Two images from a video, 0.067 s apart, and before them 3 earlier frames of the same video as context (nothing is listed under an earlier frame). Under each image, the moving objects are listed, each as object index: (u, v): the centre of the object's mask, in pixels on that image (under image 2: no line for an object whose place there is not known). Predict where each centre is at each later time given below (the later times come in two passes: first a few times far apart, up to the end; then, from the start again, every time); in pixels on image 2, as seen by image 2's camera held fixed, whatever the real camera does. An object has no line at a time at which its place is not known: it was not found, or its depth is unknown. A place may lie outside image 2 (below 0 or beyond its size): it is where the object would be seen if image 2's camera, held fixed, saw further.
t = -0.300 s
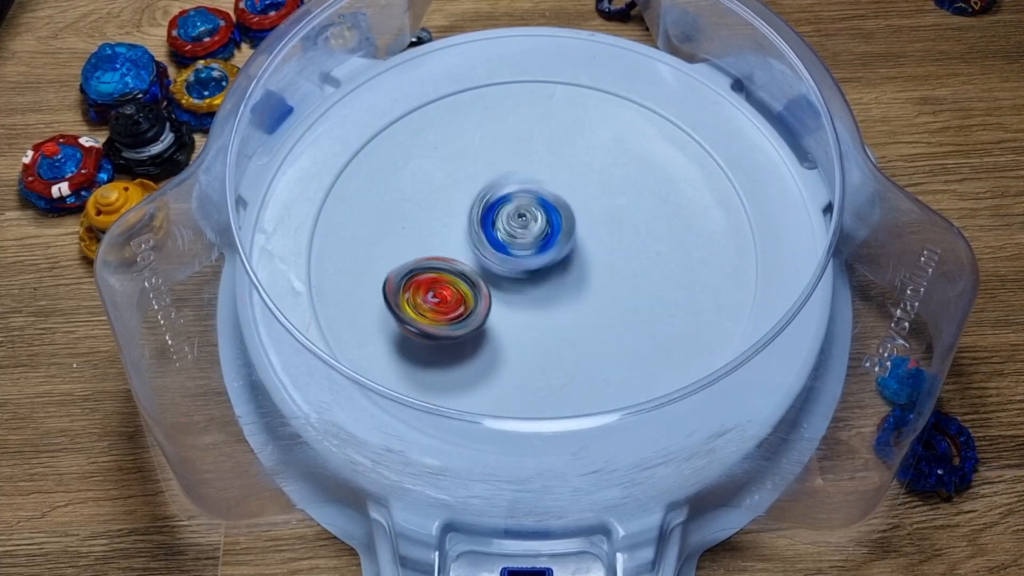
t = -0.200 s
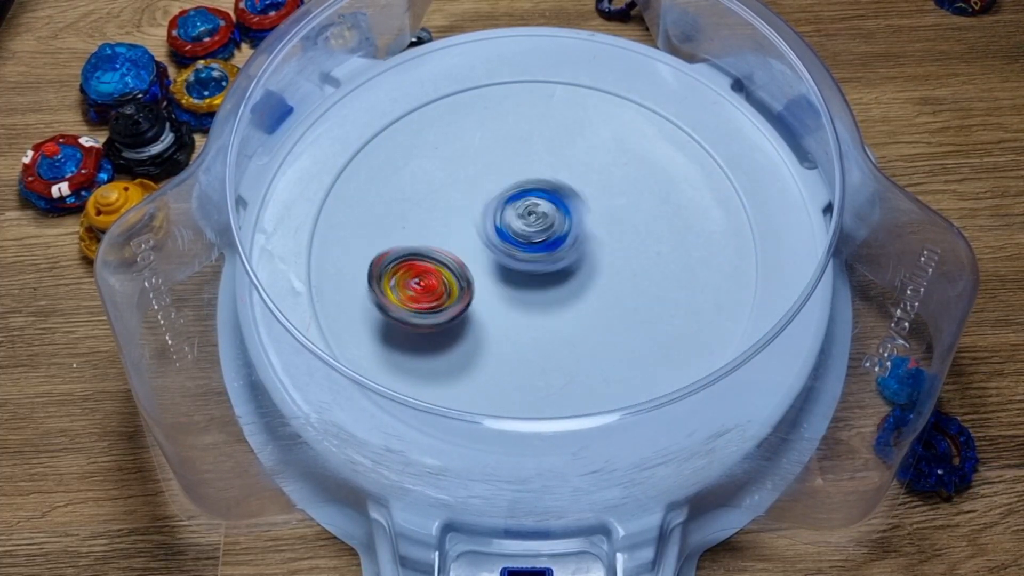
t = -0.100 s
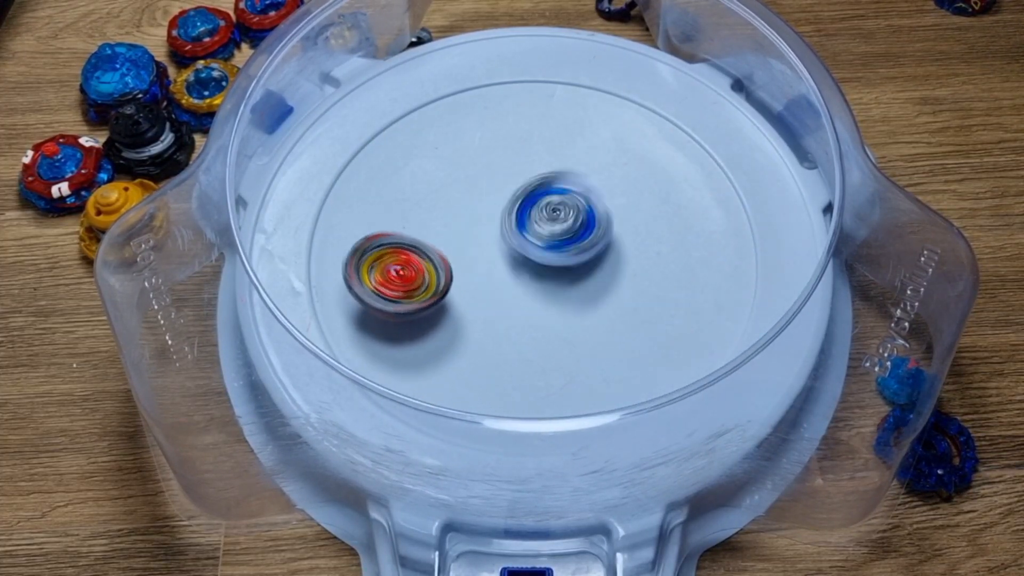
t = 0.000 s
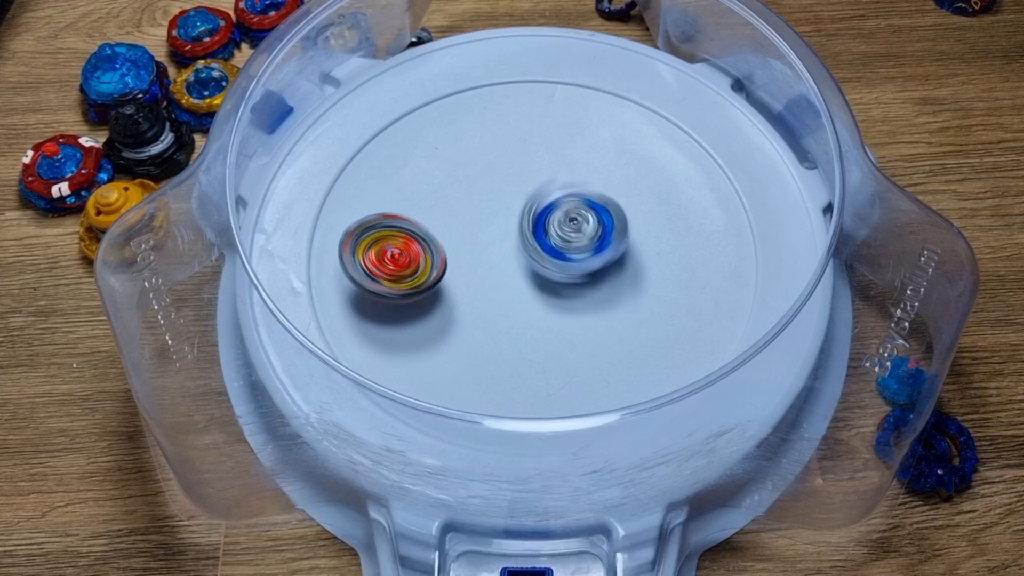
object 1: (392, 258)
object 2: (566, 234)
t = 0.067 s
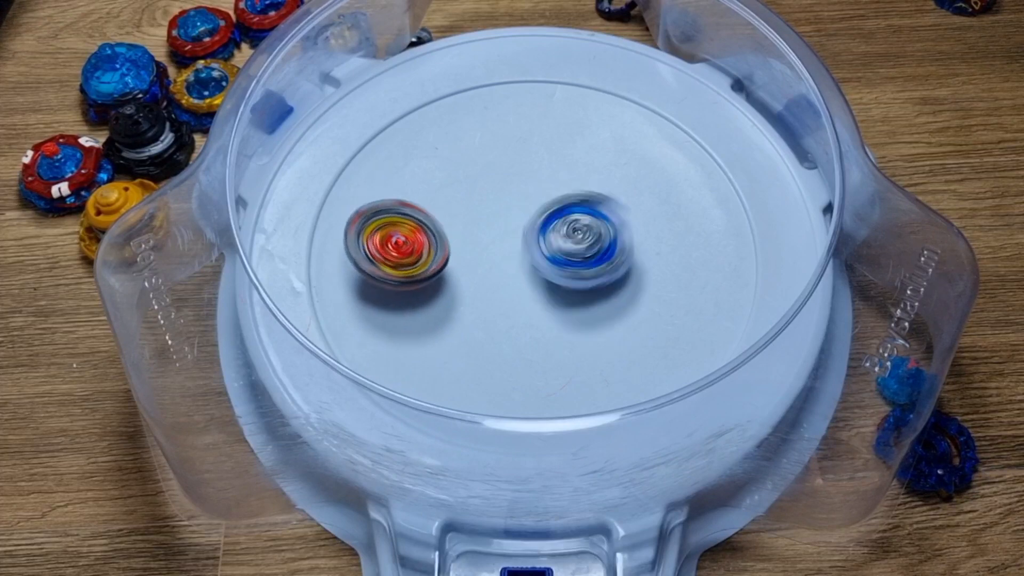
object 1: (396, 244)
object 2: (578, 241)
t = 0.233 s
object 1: (426, 208)
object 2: (556, 264)
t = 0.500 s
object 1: (476, 145)
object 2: (532, 265)
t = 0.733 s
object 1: (528, 129)
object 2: (527, 259)
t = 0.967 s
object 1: (588, 141)
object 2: (545, 250)
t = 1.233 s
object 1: (635, 158)
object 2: (523, 262)
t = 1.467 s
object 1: (647, 214)
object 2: (528, 230)
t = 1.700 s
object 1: (644, 270)
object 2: (504, 207)
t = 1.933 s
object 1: (591, 309)
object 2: (533, 217)
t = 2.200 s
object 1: (515, 344)
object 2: (515, 228)
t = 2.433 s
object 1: (483, 306)
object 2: (517, 223)
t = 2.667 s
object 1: (429, 350)
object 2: (571, 161)
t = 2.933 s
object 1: (455, 287)
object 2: (614, 192)
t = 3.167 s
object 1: (431, 231)
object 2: (608, 240)
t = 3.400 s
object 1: (437, 181)
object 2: (550, 274)
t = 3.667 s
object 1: (495, 154)
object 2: (475, 256)
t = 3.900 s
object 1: (565, 164)
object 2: (462, 213)
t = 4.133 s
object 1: (625, 196)
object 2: (505, 206)
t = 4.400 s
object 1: (679, 251)
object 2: (531, 243)
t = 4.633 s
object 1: (651, 297)
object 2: (509, 270)
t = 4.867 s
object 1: (589, 315)
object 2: (490, 250)
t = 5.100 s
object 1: (548, 321)
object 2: (501, 202)
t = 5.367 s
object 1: (515, 299)
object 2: (545, 180)
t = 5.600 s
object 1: (482, 258)
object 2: (574, 208)
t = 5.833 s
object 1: (438, 237)
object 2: (569, 253)
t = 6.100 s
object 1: (447, 203)
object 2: (526, 285)
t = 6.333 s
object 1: (478, 177)
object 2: (503, 291)
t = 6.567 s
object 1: (538, 156)
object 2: (498, 283)
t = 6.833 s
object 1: (592, 162)
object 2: (517, 275)
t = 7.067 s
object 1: (639, 172)
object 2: (527, 273)
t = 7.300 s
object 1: (635, 200)
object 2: (525, 262)
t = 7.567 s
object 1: (613, 246)
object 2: (491, 236)
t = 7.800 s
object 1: (563, 277)
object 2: (497, 203)
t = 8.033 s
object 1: (511, 290)
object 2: (526, 183)
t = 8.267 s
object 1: (469, 262)
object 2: (562, 211)
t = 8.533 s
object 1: (471, 220)
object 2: (589, 247)
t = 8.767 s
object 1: (501, 185)
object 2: (584, 280)
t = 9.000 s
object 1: (526, 161)
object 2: (551, 300)
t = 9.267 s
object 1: (563, 187)
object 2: (507, 274)
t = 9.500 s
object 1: (606, 180)
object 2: (468, 266)
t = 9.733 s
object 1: (600, 215)
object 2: (468, 234)
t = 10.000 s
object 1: (624, 259)
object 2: (449, 208)
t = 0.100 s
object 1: (400, 237)
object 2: (577, 249)
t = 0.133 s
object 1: (406, 229)
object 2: (567, 255)
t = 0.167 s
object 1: (412, 222)
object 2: (567, 256)
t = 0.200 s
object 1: (418, 215)
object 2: (564, 260)
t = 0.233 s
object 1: (426, 208)
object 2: (556, 264)
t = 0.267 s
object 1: (433, 201)
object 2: (542, 264)
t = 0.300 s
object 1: (441, 194)
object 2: (540, 259)
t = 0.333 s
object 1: (449, 187)
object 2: (535, 258)
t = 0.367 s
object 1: (455, 178)
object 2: (530, 258)
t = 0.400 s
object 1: (457, 167)
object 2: (529, 259)
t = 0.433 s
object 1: (463, 158)
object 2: (532, 258)
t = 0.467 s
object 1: (469, 151)
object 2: (533, 262)
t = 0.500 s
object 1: (476, 145)
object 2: (532, 265)
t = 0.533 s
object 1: (483, 140)
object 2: (530, 262)
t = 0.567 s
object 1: (490, 137)
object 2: (534, 263)
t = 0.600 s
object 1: (497, 133)
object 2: (533, 265)
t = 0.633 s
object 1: (504, 131)
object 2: (530, 263)
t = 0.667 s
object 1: (512, 129)
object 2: (533, 259)
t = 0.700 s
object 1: (520, 129)
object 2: (533, 261)
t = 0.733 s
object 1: (528, 129)
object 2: (527, 259)
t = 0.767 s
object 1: (536, 130)
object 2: (534, 253)
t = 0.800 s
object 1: (544, 133)
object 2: (538, 254)
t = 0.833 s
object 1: (552, 135)
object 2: (535, 252)
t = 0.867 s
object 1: (560, 139)
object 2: (541, 244)
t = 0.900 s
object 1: (568, 142)
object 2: (548, 244)
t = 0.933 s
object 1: (578, 143)
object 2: (549, 247)
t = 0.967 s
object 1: (588, 141)
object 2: (545, 250)
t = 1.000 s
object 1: (596, 139)
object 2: (552, 254)
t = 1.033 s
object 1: (603, 139)
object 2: (550, 259)
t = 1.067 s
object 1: (610, 139)
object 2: (546, 258)
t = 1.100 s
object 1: (617, 141)
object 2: (546, 262)
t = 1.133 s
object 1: (622, 143)
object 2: (540, 264)
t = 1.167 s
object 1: (627, 148)
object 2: (535, 262)
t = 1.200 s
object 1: (632, 153)
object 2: (533, 262)
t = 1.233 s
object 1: (635, 158)
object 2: (523, 262)
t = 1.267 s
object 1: (638, 165)
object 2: (525, 254)
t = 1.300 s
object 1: (640, 172)
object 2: (524, 253)
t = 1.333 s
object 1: (642, 179)
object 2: (518, 248)
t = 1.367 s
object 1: (642, 187)
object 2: (526, 241)
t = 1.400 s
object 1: (641, 196)
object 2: (527, 240)
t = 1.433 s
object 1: (640, 206)
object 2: (529, 233)
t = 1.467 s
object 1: (647, 214)
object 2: (528, 230)
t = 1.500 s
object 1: (651, 224)
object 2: (520, 230)
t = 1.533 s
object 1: (651, 232)
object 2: (516, 223)
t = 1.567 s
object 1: (651, 242)
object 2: (514, 221)
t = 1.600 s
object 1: (651, 249)
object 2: (504, 219)
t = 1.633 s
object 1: (650, 256)
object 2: (508, 211)
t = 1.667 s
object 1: (648, 263)
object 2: (508, 210)
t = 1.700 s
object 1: (644, 270)
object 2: (504, 207)
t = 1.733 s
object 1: (638, 278)
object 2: (513, 201)
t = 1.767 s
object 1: (632, 284)
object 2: (511, 203)
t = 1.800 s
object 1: (624, 291)
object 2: (513, 203)
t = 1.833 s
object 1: (618, 297)
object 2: (526, 202)
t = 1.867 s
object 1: (610, 302)
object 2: (526, 208)
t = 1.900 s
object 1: (601, 306)
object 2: (526, 211)
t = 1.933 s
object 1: (591, 309)
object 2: (533, 217)
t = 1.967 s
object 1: (580, 313)
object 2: (528, 224)
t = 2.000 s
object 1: (569, 316)
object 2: (534, 226)
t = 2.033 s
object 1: (559, 316)
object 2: (529, 234)
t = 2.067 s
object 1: (552, 328)
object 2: (523, 233)
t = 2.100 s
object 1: (541, 337)
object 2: (527, 231)
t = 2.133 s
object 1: (530, 342)
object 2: (516, 232)
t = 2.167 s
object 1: (521, 345)
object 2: (519, 227)
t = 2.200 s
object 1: (515, 344)
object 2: (515, 228)
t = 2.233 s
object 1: (512, 341)
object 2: (513, 224)
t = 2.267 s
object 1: (507, 337)
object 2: (513, 225)
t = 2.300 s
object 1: (501, 333)
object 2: (506, 224)
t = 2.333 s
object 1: (497, 328)
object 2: (514, 221)
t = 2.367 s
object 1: (493, 322)
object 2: (508, 223)
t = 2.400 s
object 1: (489, 314)
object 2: (516, 220)
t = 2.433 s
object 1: (483, 306)
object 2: (517, 223)
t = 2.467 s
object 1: (474, 307)
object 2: (520, 217)
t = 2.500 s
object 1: (459, 329)
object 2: (529, 202)
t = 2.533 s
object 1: (449, 341)
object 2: (537, 185)
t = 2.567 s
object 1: (439, 347)
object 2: (546, 178)
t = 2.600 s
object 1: (432, 352)
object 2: (556, 167)
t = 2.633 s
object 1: (431, 352)
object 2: (562, 167)
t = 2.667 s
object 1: (429, 350)
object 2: (571, 161)
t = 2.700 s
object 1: (427, 347)
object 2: (572, 162)
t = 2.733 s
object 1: (429, 343)
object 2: (588, 158)
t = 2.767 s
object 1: (435, 336)
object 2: (588, 163)
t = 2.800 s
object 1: (438, 329)
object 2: (602, 164)
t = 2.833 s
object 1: (441, 320)
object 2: (606, 169)
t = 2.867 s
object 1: (447, 310)
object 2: (614, 175)
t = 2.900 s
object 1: (451, 298)
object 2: (607, 184)
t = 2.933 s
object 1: (455, 287)
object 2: (614, 192)
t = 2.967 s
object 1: (463, 277)
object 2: (610, 199)
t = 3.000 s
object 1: (472, 266)
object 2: (608, 211)
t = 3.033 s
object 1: (478, 255)
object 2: (599, 219)
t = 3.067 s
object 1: (486, 245)
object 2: (591, 230)
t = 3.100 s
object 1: (470, 240)
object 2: (598, 231)
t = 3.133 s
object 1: (447, 236)
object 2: (599, 236)
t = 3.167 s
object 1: (431, 231)
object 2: (608, 240)
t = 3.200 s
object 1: (426, 224)
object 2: (604, 243)
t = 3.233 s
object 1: (424, 216)
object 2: (594, 254)
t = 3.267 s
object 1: (425, 209)
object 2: (592, 259)
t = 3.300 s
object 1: (428, 201)
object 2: (582, 262)
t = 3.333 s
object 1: (428, 194)
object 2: (572, 271)
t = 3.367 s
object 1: (431, 188)
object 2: (563, 272)
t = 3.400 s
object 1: (437, 181)
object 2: (550, 274)
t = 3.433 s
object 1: (440, 175)
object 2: (542, 278)
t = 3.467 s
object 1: (447, 171)
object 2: (531, 277)
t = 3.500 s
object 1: (454, 165)
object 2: (518, 277)
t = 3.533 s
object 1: (459, 161)
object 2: (510, 277)
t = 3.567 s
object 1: (468, 159)
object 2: (499, 272)
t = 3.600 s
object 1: (477, 156)
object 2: (489, 268)
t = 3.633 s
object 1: (485, 155)
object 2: (482, 265)
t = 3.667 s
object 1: (495, 154)
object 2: (475, 256)
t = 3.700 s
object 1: (504, 152)
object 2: (467, 251)
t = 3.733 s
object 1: (512, 153)
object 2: (463, 247)
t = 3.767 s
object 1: (523, 155)
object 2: (462, 238)
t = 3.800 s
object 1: (533, 157)
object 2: (456, 231)
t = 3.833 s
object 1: (542, 160)
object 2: (458, 227)
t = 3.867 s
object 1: (553, 162)
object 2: (462, 218)
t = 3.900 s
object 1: (565, 164)
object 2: (462, 213)
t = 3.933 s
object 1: (575, 168)
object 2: (465, 211)
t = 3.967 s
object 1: (585, 171)
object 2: (473, 206)
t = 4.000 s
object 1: (593, 175)
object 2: (478, 202)
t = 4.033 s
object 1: (603, 180)
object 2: (481, 204)
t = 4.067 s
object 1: (611, 183)
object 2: (494, 202)
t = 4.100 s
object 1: (617, 189)
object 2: (502, 201)
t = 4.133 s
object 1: (625, 196)
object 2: (505, 206)
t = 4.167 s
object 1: (631, 202)
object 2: (520, 209)
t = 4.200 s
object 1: (643, 211)
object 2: (526, 210)
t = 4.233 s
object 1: (656, 217)
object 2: (520, 217)
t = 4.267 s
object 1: (660, 223)
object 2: (529, 224)
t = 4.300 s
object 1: (668, 230)
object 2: (532, 226)
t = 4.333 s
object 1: (671, 237)
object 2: (529, 232)
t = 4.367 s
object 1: (676, 244)
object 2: (529, 240)
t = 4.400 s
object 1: (679, 251)
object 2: (531, 243)
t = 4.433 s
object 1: (678, 258)
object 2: (527, 248)
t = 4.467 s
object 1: (679, 265)
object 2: (521, 256)
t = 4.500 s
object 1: (676, 273)
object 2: (524, 260)
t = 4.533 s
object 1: (674, 279)
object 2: (520, 261)
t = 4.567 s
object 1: (666, 287)
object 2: (510, 268)
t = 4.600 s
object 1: (661, 292)
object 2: (512, 271)
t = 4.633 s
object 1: (651, 297)
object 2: (509, 270)
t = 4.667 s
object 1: (644, 302)
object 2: (503, 272)
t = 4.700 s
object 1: (632, 304)
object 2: (498, 272)
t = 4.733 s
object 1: (620, 308)
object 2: (498, 270)
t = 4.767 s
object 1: (608, 308)
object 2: (496, 264)
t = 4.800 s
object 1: (596, 310)
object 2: (494, 263)
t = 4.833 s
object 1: (591, 310)
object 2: (492, 258)
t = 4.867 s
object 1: (589, 315)
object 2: (490, 250)
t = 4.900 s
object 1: (586, 314)
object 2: (490, 243)
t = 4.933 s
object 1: (574, 314)
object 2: (489, 239)
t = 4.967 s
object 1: (566, 310)
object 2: (487, 237)
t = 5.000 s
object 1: (554, 308)
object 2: (496, 232)
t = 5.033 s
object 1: (549, 305)
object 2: (502, 224)
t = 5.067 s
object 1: (548, 315)
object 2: (501, 210)
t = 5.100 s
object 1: (548, 321)
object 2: (501, 202)
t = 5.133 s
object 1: (542, 323)
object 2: (499, 200)
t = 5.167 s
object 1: (542, 323)
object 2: (508, 194)
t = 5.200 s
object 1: (536, 321)
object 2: (517, 189)
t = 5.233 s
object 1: (533, 319)
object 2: (523, 184)
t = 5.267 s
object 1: (527, 316)
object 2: (528, 179)
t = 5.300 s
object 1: (525, 310)
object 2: (533, 179)
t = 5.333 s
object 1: (519, 305)
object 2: (539, 179)
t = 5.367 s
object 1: (515, 299)
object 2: (545, 180)
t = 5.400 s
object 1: (511, 293)
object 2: (551, 182)
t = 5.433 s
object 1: (508, 286)
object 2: (560, 183)
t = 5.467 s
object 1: (504, 279)
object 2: (563, 186)
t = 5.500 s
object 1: (499, 271)
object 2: (567, 191)
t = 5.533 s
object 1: (500, 265)
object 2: (570, 198)
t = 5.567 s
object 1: (491, 258)
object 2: (568, 206)
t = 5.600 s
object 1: (482, 258)
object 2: (574, 208)
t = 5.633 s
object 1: (471, 257)
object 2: (582, 212)
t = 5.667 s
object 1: (465, 253)
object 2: (584, 218)
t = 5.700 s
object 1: (456, 251)
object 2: (584, 224)
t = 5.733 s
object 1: (451, 248)
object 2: (581, 231)
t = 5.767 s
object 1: (445, 244)
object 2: (577, 238)
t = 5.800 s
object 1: (440, 240)
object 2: (574, 245)
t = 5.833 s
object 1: (438, 237)
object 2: (569, 253)
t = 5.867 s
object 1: (435, 231)
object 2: (560, 260)
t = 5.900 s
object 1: (435, 228)
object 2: (560, 266)
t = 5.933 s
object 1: (434, 225)
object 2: (555, 270)
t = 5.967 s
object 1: (438, 221)
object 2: (550, 273)
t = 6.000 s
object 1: (439, 217)
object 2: (544, 276)
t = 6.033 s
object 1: (443, 214)
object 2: (536, 278)
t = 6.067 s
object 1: (447, 211)
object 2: (528, 281)
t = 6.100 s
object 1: (447, 203)
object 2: (526, 285)
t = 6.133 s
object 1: (451, 198)
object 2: (521, 289)
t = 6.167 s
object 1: (452, 193)
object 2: (516, 290)
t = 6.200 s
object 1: (457, 189)
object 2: (508, 296)
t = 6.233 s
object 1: (461, 185)
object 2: (504, 296)
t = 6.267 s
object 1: (465, 181)
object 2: (504, 297)
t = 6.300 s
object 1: (472, 180)
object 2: (503, 294)
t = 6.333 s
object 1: (478, 177)
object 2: (503, 291)
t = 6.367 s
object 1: (486, 176)
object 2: (499, 289)
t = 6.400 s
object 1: (492, 177)
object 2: (499, 283)
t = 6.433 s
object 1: (501, 175)
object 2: (499, 280)
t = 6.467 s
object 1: (509, 176)
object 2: (500, 274)
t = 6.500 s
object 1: (519, 166)
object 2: (499, 278)
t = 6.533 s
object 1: (532, 158)
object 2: (498, 282)
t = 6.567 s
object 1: (538, 156)
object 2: (498, 283)
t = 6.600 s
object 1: (545, 154)
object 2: (498, 283)
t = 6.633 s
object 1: (553, 152)
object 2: (499, 283)
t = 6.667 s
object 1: (558, 151)
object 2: (500, 283)
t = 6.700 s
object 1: (566, 152)
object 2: (502, 282)
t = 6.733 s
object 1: (574, 153)
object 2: (505, 281)
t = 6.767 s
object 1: (579, 154)
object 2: (509, 279)
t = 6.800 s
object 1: (587, 157)
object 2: (512, 277)
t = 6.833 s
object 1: (592, 162)
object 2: (517, 275)
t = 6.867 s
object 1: (597, 164)
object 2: (521, 271)
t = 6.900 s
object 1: (602, 171)
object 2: (526, 269)
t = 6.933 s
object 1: (605, 178)
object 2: (531, 265)
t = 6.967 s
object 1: (608, 183)
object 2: (535, 262)
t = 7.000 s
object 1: (622, 178)
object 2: (533, 266)
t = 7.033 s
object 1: (633, 173)
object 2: (533, 269)
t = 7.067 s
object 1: (639, 172)
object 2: (527, 273)
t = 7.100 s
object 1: (643, 176)
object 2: (525, 274)
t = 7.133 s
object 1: (645, 176)
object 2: (524, 274)
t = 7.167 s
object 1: (645, 179)
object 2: (521, 272)
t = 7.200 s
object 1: (645, 184)
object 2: (526, 270)
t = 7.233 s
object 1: (643, 187)
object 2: (524, 267)
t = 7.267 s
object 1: (639, 193)
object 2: (525, 265)
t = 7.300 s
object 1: (635, 200)
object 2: (525, 262)
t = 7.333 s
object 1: (629, 205)
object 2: (526, 259)
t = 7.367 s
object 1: (630, 211)
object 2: (522, 258)
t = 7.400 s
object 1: (630, 217)
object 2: (515, 256)
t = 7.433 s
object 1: (628, 224)
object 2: (508, 253)
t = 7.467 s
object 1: (626, 228)
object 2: (504, 249)
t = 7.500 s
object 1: (623, 234)
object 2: (498, 245)
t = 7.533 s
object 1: (620, 241)
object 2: (495, 240)
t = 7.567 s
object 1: (613, 246)
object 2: (491, 236)
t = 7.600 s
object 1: (607, 251)
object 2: (489, 231)
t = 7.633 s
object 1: (603, 255)
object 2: (488, 226)
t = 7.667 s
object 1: (595, 261)
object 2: (488, 221)
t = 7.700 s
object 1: (586, 264)
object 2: (489, 218)
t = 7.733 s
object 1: (578, 267)
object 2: (492, 213)
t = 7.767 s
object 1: (569, 272)
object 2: (494, 209)
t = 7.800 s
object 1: (563, 277)
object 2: (497, 203)
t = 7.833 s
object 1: (557, 283)
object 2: (498, 198)
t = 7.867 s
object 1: (548, 286)
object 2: (501, 193)
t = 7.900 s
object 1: (541, 288)
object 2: (505, 189)
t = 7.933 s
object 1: (534, 289)
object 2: (510, 186)
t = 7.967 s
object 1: (527, 290)
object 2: (515, 184)
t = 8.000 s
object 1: (519, 291)
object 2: (521, 183)
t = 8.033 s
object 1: (511, 290)
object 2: (526, 183)
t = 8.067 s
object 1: (502, 288)
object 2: (532, 185)
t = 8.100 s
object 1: (495, 285)
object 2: (537, 188)
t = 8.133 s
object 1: (490, 281)
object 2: (544, 191)
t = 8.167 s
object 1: (485, 277)
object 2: (548, 195)
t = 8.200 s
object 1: (480, 273)
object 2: (553, 201)
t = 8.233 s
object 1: (474, 267)
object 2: (557, 205)
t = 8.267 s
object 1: (469, 262)
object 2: (562, 211)
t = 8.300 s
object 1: (464, 259)
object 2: (568, 213)
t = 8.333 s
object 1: (462, 254)
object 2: (575, 217)
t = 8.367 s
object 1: (463, 248)
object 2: (579, 221)
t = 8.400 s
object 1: (461, 243)
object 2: (584, 226)
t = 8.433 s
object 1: (462, 237)
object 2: (588, 230)
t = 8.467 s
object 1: (463, 231)
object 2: (591, 236)
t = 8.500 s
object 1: (466, 225)
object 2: (593, 240)
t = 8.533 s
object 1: (471, 220)
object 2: (589, 247)
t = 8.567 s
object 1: (475, 215)
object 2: (589, 251)
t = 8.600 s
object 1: (480, 212)
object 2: (587, 257)
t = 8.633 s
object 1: (484, 207)
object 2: (591, 259)
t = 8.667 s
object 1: (490, 204)
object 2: (588, 264)
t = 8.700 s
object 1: (497, 200)
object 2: (585, 266)
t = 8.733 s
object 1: (502, 195)
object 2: (581, 271)
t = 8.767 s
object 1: (501, 185)
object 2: (584, 280)
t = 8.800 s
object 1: (502, 175)
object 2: (583, 286)
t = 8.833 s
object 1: (506, 173)
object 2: (581, 291)
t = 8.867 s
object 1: (507, 169)
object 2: (576, 296)
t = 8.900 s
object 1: (510, 166)
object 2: (571, 300)
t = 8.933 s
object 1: (515, 162)
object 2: (563, 301)
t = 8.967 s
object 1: (519, 162)
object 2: (552, 302)
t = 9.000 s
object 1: (526, 161)
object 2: (551, 300)
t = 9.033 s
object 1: (531, 163)
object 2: (545, 299)
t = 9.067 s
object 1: (537, 165)
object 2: (541, 296)
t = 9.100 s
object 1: (541, 167)
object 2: (535, 294)
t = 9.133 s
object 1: (546, 171)
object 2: (529, 292)
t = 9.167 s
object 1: (550, 173)
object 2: (524, 287)
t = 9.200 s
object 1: (554, 178)
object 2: (518, 284)
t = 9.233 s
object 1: (559, 182)
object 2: (512, 278)
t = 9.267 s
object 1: (563, 187)
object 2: (507, 274)
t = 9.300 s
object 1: (576, 182)
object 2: (499, 279)
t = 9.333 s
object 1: (585, 176)
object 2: (495, 278)
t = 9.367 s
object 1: (591, 176)
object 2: (492, 277)
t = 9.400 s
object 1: (595, 176)
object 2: (486, 274)
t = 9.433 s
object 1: (599, 176)
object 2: (480, 274)
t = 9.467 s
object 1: (604, 178)
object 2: (474, 270)
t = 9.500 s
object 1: (606, 180)
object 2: (468, 266)
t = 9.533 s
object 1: (609, 184)
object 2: (466, 261)
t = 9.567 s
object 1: (612, 188)
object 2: (465, 256)
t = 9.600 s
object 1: (612, 194)
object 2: (464, 254)
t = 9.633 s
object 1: (611, 198)
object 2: (463, 250)
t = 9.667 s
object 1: (609, 204)
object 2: (457, 248)
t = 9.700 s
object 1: (605, 210)
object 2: (465, 239)
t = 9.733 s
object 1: (600, 215)
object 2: (468, 234)
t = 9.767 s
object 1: (596, 220)
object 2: (474, 231)
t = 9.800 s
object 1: (590, 225)
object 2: (479, 227)
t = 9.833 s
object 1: (586, 229)
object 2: (478, 227)
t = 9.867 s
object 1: (590, 235)
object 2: (472, 222)
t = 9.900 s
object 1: (607, 243)
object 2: (467, 215)
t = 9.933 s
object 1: (620, 251)
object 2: (463, 210)
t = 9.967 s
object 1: (622, 257)
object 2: (458, 209)
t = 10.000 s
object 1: (624, 259)
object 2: (449, 208)
